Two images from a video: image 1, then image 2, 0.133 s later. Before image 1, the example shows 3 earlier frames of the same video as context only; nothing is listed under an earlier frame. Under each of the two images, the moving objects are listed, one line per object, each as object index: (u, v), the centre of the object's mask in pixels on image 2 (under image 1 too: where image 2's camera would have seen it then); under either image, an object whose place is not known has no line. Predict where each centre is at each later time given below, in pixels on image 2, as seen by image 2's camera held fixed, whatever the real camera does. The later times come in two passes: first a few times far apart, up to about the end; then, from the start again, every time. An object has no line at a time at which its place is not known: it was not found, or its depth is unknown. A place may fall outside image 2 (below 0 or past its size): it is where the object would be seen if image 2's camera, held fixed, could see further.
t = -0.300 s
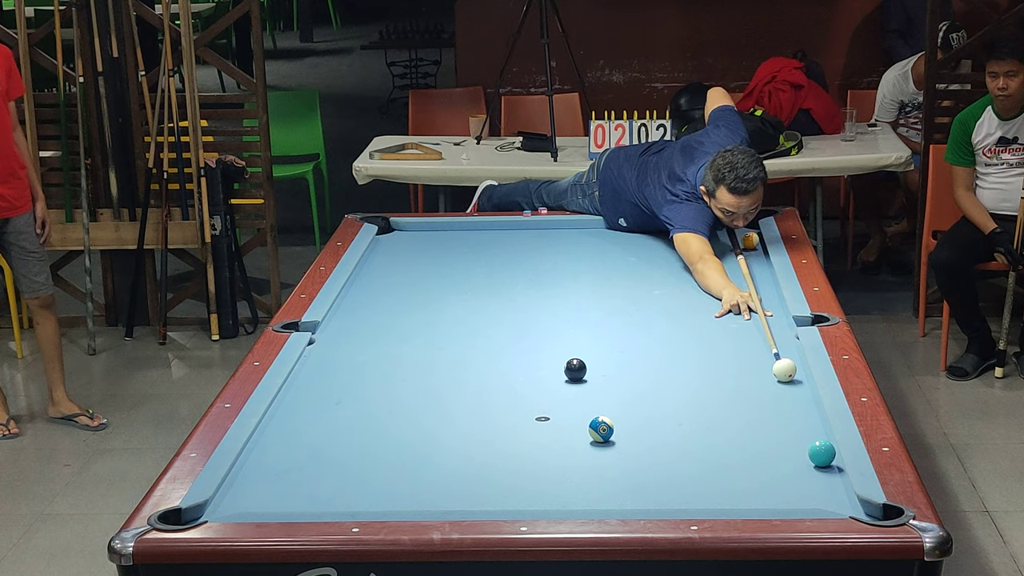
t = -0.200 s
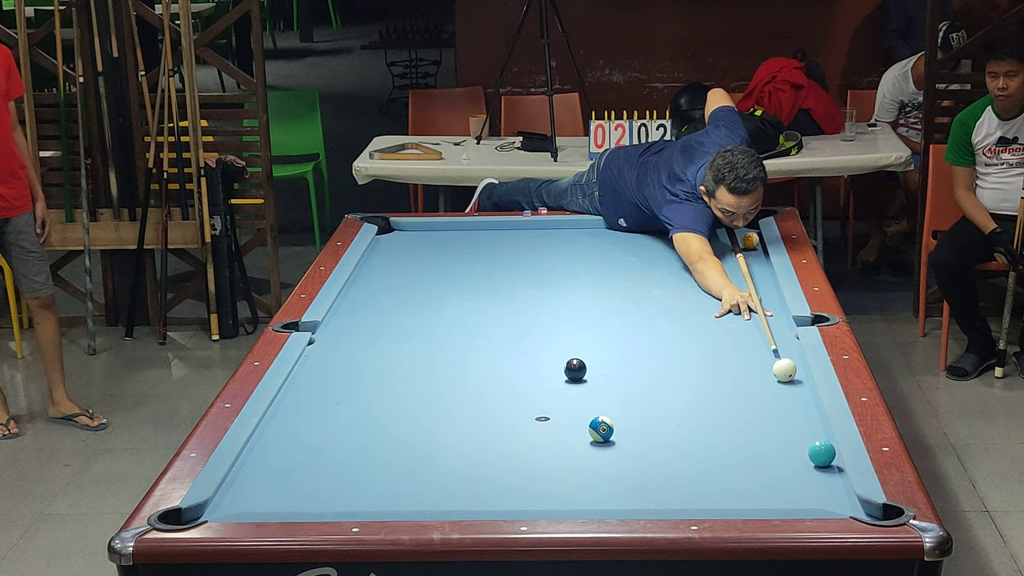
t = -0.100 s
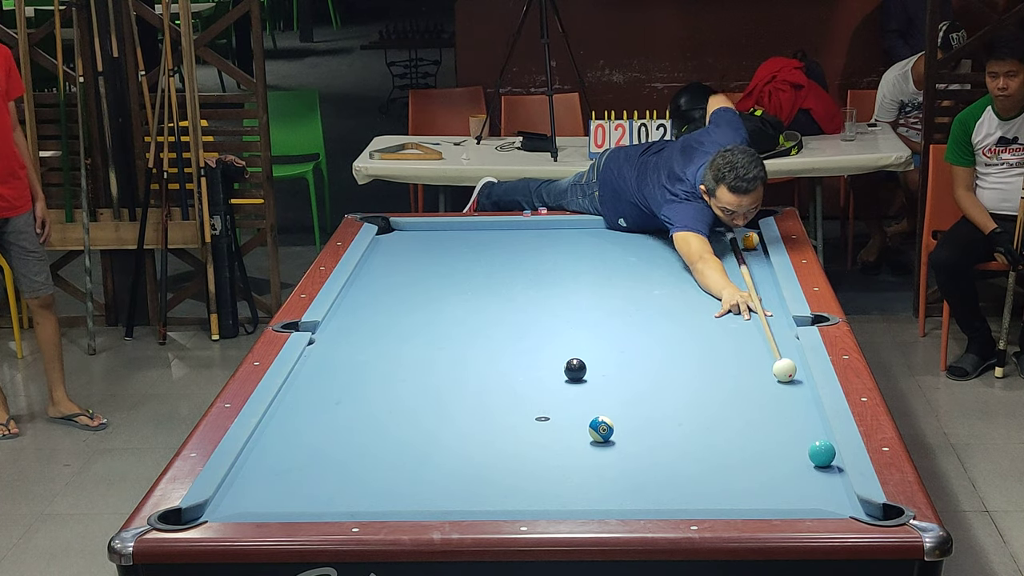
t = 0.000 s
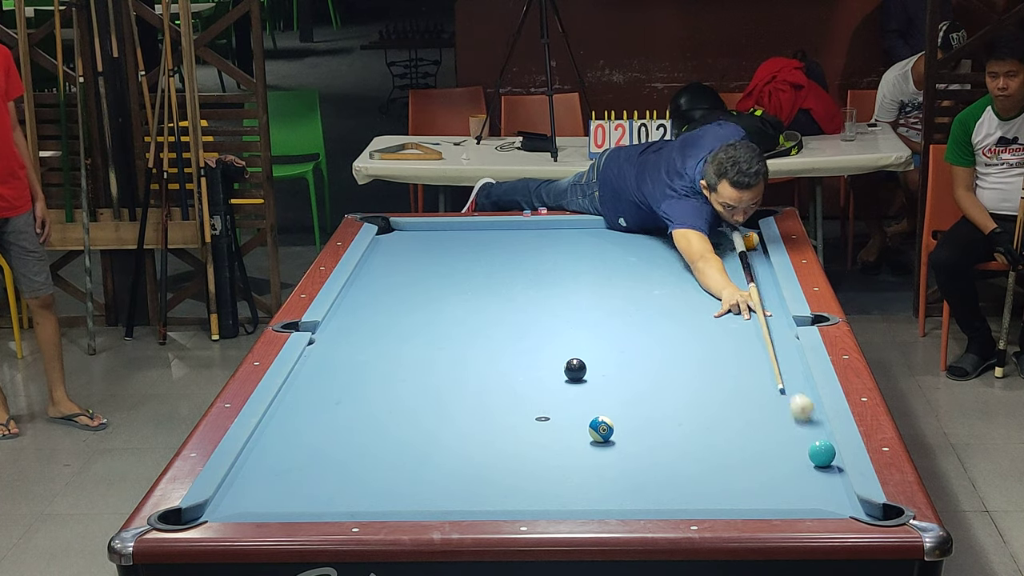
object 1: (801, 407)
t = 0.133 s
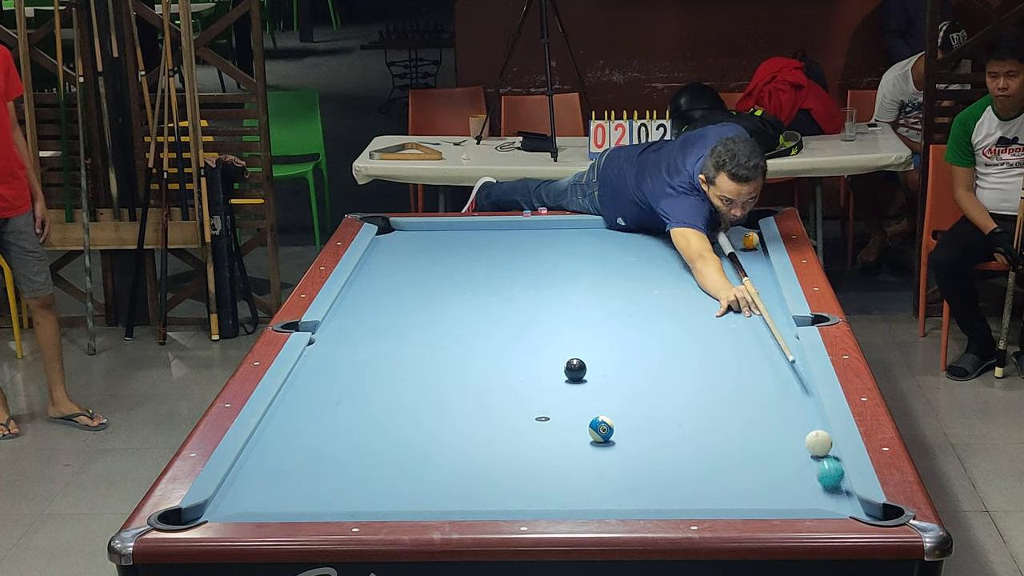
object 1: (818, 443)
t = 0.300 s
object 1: (818, 436)
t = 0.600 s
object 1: (815, 423)
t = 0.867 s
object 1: (812, 414)
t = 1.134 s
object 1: (809, 406)
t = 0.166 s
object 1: (819, 442)
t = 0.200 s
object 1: (818, 440)
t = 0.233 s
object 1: (818, 438)
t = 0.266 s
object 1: (818, 437)
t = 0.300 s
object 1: (818, 436)
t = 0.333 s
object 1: (818, 434)
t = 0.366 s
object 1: (817, 432)
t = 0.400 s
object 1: (817, 431)
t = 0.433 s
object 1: (817, 430)
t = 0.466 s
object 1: (817, 428)
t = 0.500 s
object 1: (817, 427)
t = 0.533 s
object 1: (816, 426)
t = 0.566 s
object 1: (815, 424)
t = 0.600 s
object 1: (815, 423)
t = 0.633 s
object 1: (814, 422)
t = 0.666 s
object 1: (814, 421)
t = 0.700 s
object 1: (813, 419)
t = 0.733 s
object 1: (813, 418)
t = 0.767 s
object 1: (813, 417)
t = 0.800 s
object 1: (812, 416)
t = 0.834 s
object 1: (812, 415)
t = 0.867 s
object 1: (812, 414)
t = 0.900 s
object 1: (811, 413)
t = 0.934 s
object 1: (811, 412)
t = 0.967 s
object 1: (811, 411)
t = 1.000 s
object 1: (810, 410)
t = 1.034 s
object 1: (810, 409)
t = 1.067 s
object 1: (810, 408)
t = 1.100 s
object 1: (809, 407)
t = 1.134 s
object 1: (809, 406)
